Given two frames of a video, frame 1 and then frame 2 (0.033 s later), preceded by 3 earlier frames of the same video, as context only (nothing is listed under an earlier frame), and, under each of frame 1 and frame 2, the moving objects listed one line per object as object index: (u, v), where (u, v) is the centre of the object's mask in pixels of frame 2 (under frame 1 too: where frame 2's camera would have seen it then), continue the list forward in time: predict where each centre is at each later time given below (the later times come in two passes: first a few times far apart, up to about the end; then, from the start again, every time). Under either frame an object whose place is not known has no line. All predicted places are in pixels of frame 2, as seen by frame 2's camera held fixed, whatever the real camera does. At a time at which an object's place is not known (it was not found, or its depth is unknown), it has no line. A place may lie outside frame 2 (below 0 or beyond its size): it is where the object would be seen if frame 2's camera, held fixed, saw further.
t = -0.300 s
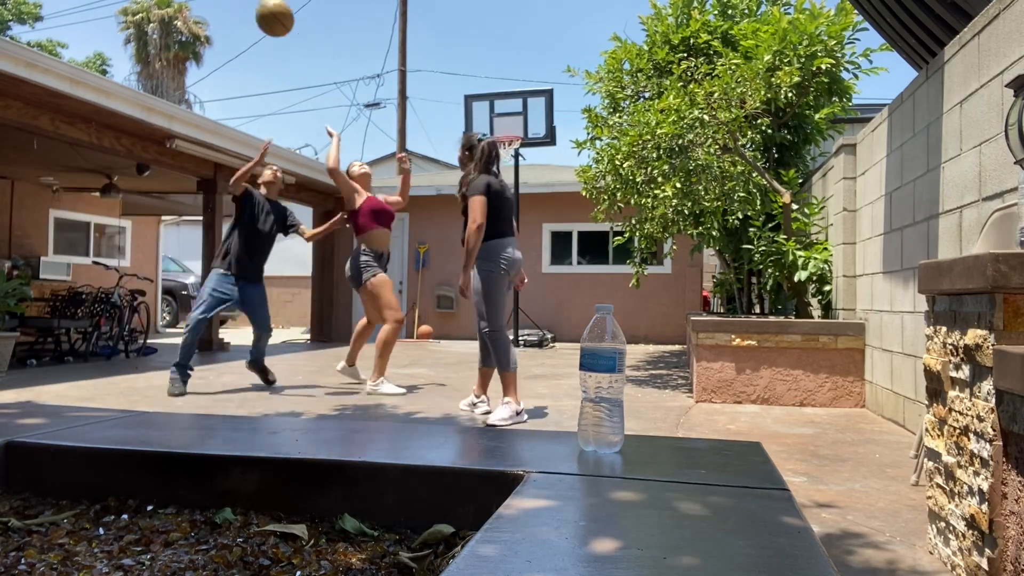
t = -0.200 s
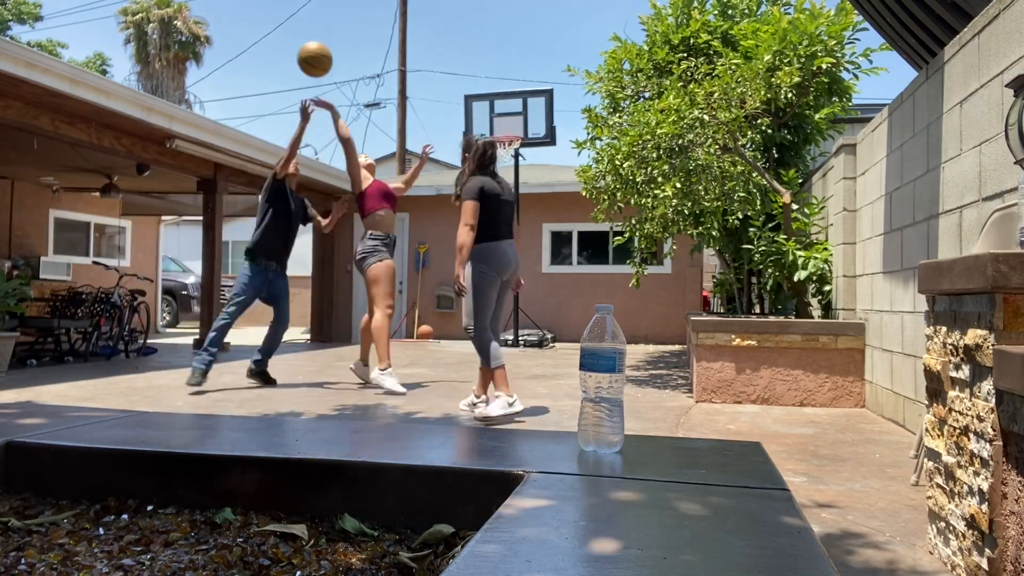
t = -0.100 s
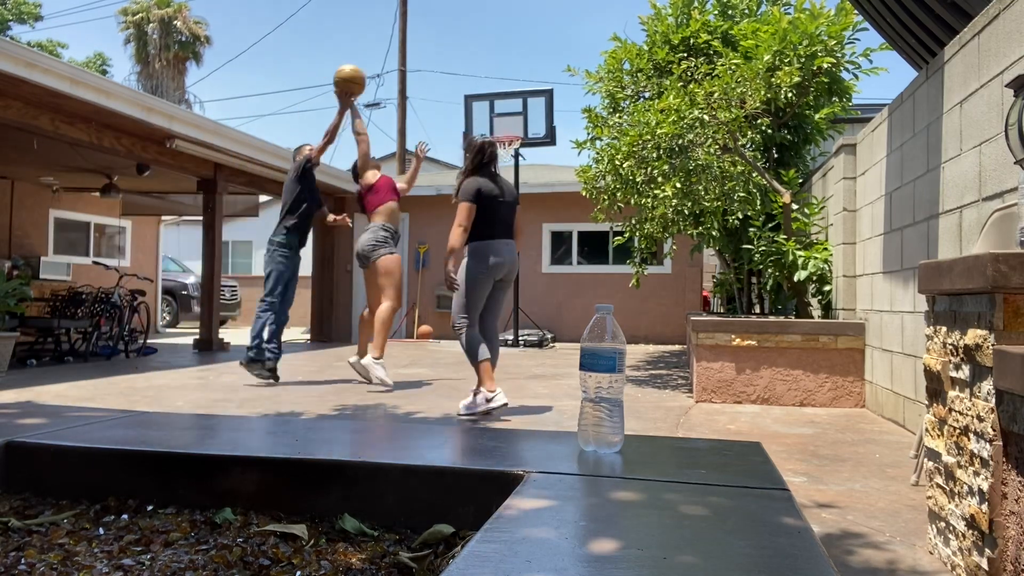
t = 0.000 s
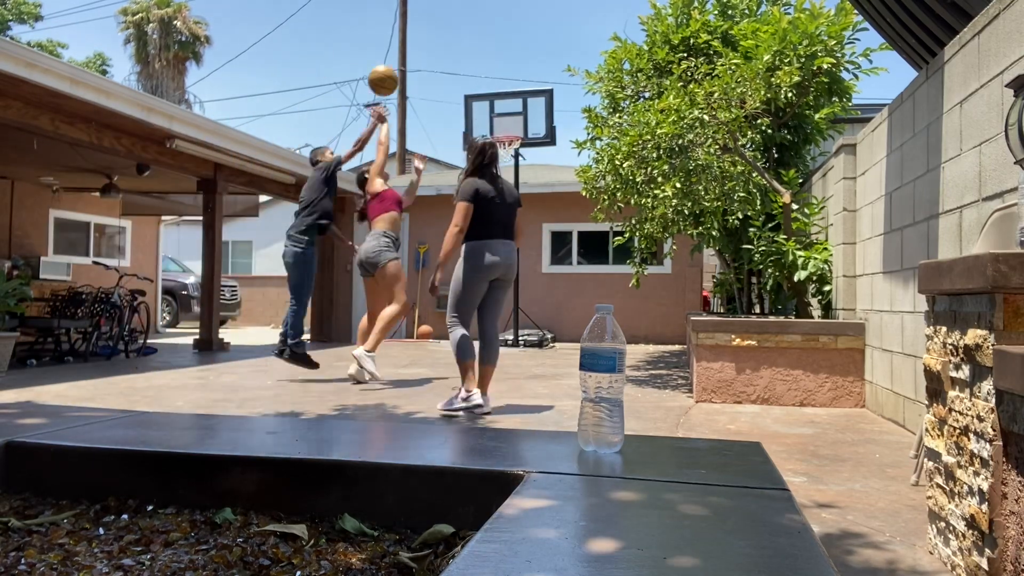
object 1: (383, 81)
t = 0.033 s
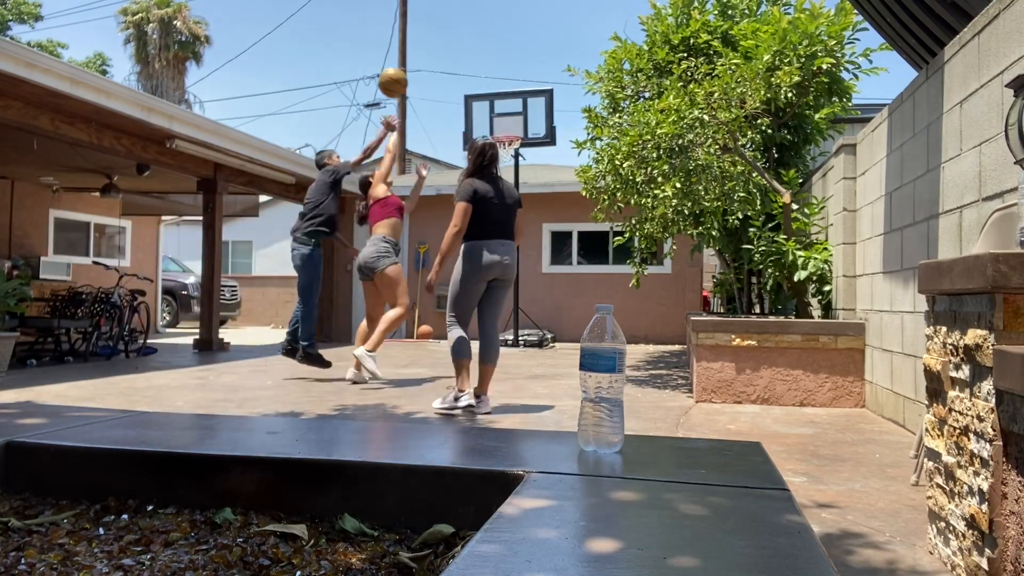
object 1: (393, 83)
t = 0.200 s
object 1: (437, 110)
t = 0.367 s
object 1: (468, 158)
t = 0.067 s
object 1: (403, 86)
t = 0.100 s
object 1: (412, 91)
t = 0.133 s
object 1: (420, 97)
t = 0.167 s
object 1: (429, 103)
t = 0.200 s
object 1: (437, 110)
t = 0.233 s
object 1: (444, 119)
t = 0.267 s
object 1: (452, 128)
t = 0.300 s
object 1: (458, 139)
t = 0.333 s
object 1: (465, 149)
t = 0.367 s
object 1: (468, 158)
